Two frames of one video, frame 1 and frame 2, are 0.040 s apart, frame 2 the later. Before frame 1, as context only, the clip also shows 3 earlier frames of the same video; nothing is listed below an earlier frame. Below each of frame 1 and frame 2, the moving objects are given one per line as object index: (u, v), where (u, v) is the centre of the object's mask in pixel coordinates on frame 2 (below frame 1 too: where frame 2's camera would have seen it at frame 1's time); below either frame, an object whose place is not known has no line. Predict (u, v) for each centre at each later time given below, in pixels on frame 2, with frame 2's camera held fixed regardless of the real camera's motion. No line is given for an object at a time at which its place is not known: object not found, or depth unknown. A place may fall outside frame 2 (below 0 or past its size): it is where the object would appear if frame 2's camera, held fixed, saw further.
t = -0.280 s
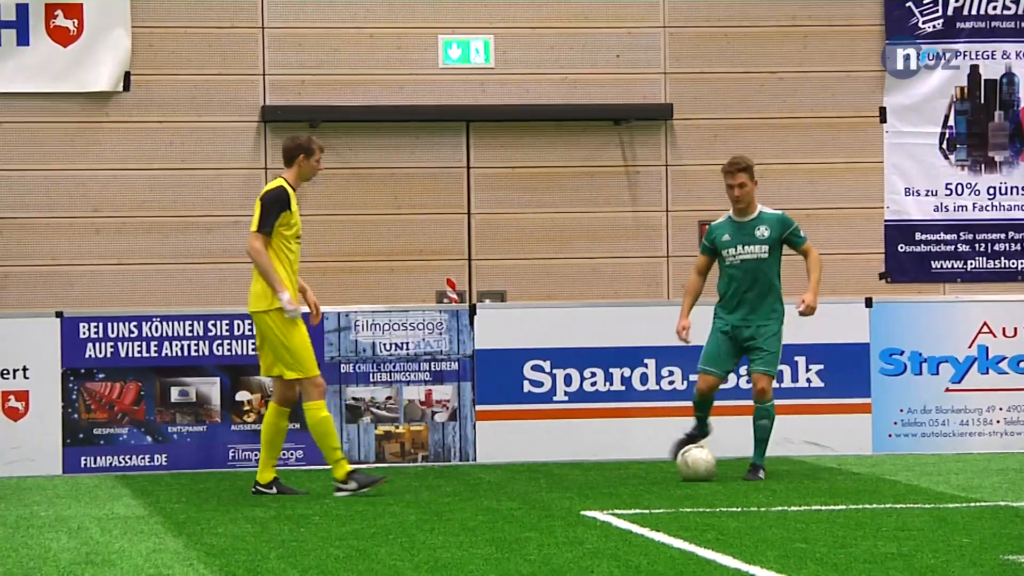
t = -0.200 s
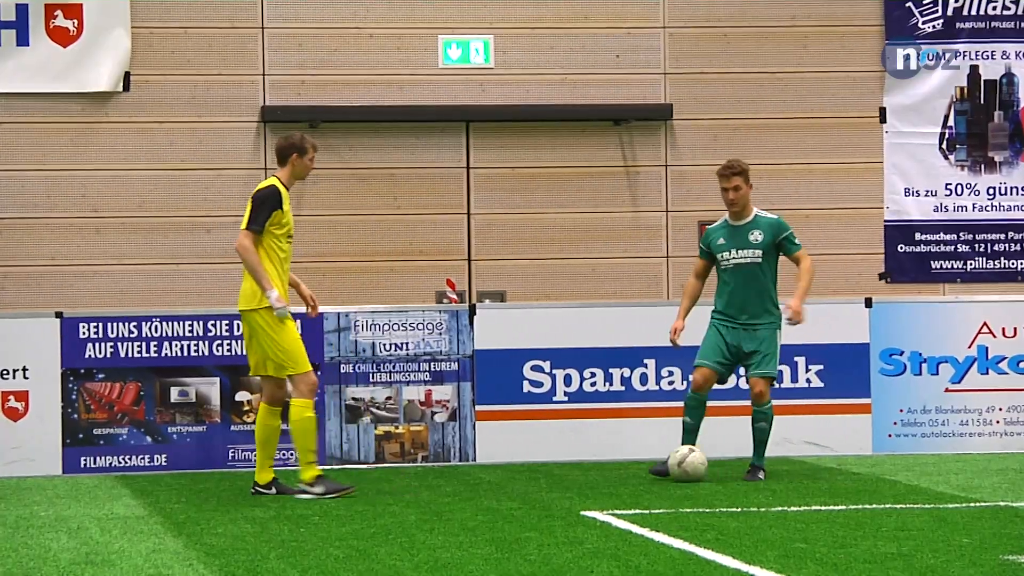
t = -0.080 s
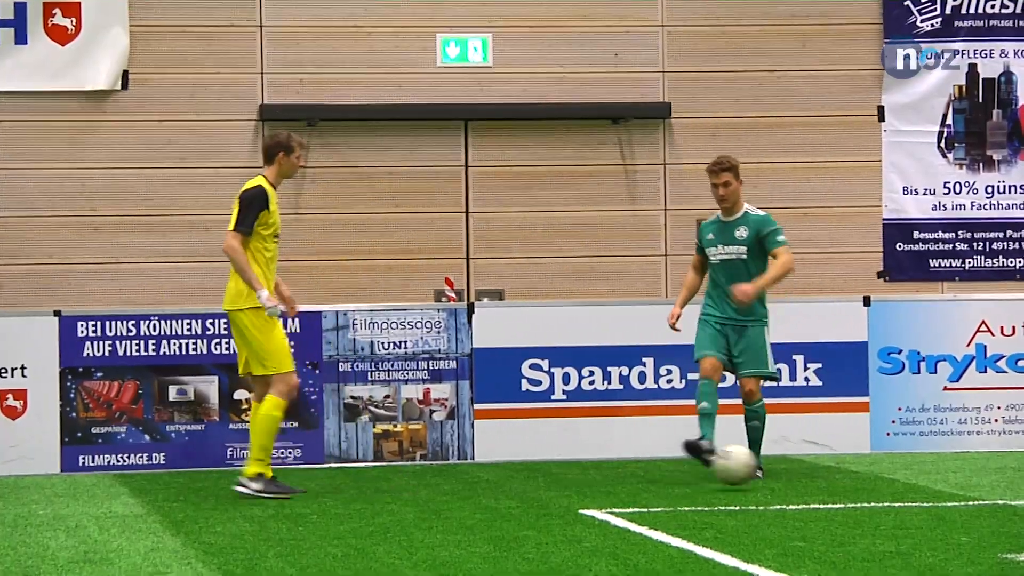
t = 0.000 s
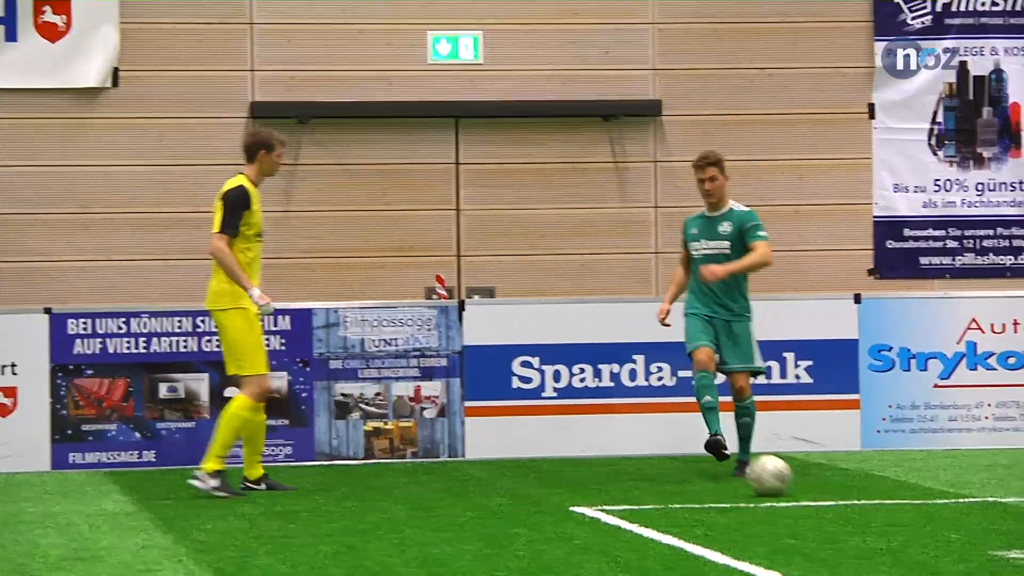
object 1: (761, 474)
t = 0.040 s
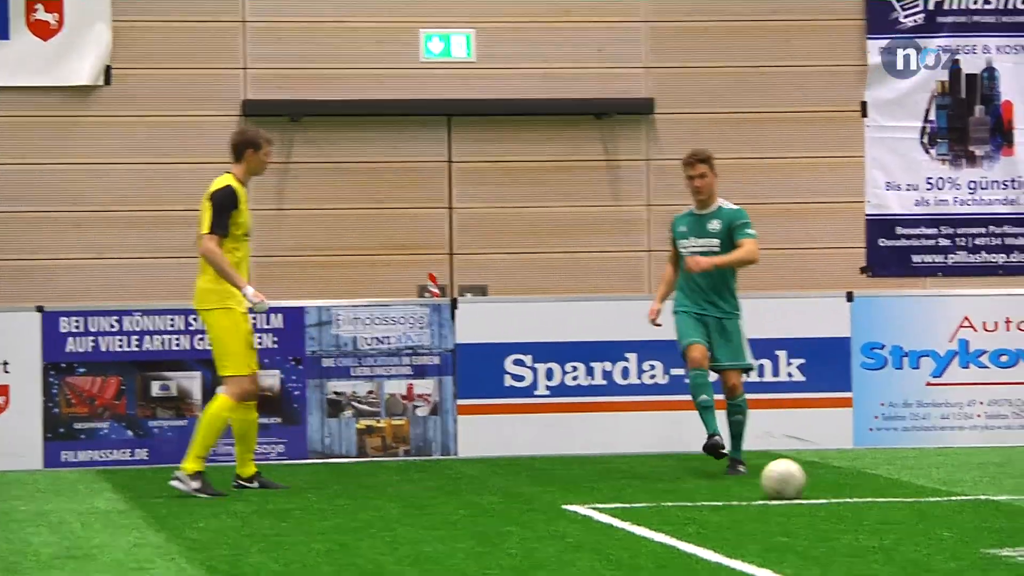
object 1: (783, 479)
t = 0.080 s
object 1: (803, 480)
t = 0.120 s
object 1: (825, 484)
